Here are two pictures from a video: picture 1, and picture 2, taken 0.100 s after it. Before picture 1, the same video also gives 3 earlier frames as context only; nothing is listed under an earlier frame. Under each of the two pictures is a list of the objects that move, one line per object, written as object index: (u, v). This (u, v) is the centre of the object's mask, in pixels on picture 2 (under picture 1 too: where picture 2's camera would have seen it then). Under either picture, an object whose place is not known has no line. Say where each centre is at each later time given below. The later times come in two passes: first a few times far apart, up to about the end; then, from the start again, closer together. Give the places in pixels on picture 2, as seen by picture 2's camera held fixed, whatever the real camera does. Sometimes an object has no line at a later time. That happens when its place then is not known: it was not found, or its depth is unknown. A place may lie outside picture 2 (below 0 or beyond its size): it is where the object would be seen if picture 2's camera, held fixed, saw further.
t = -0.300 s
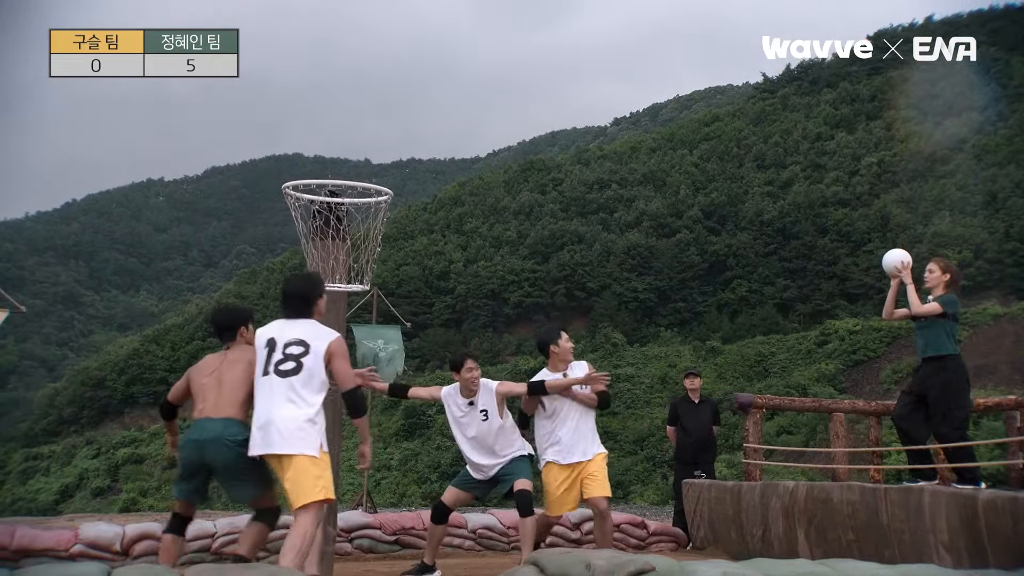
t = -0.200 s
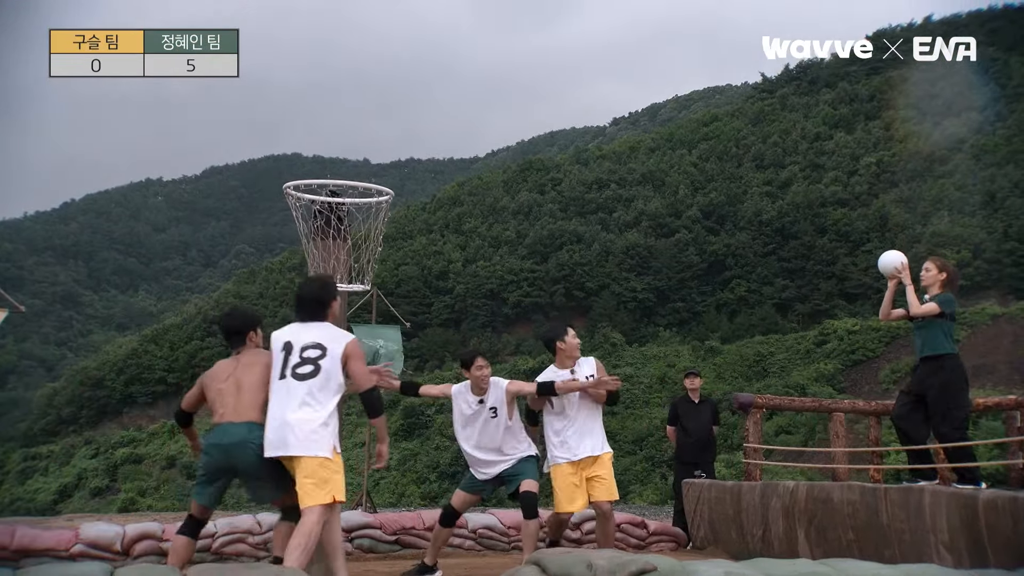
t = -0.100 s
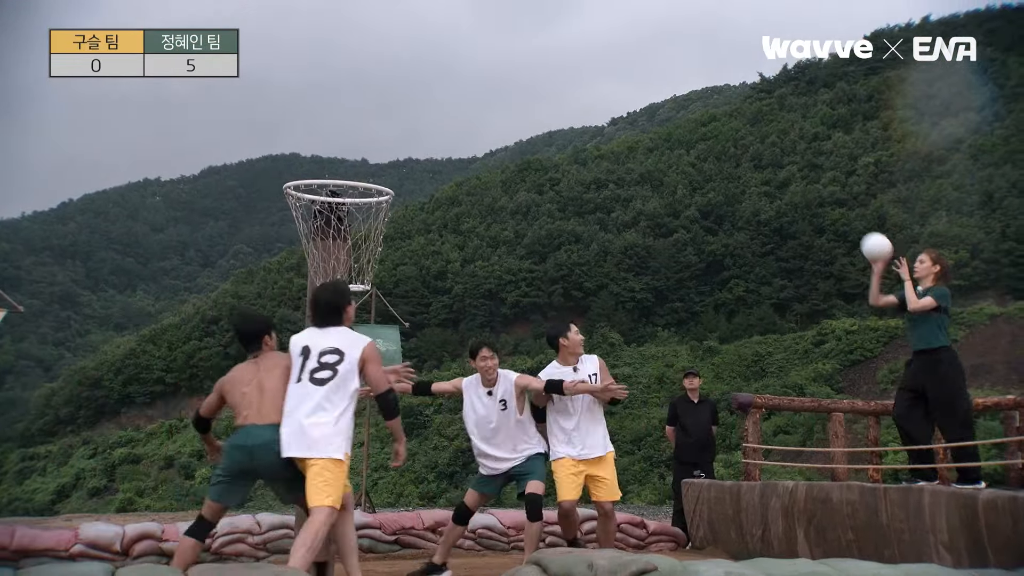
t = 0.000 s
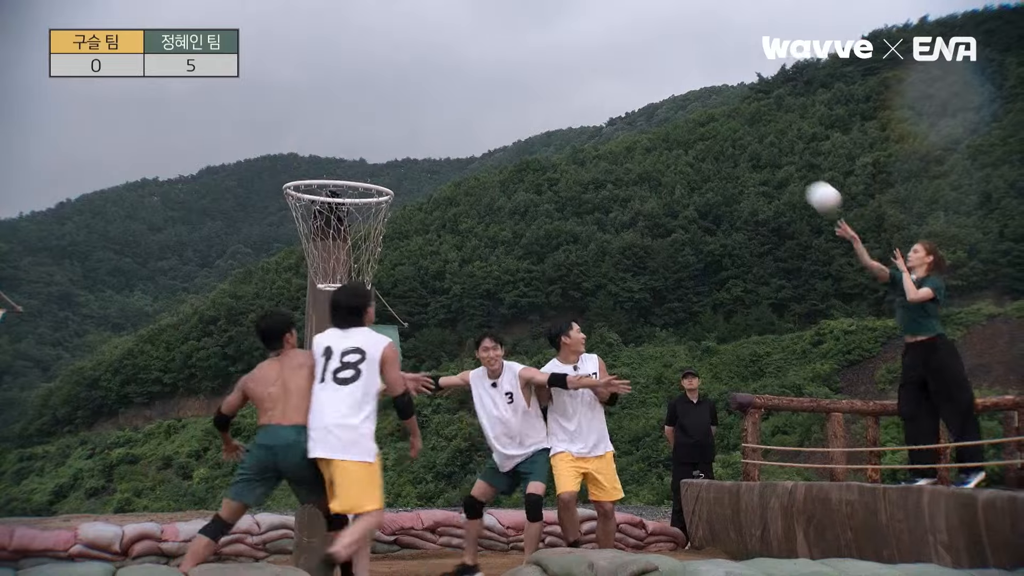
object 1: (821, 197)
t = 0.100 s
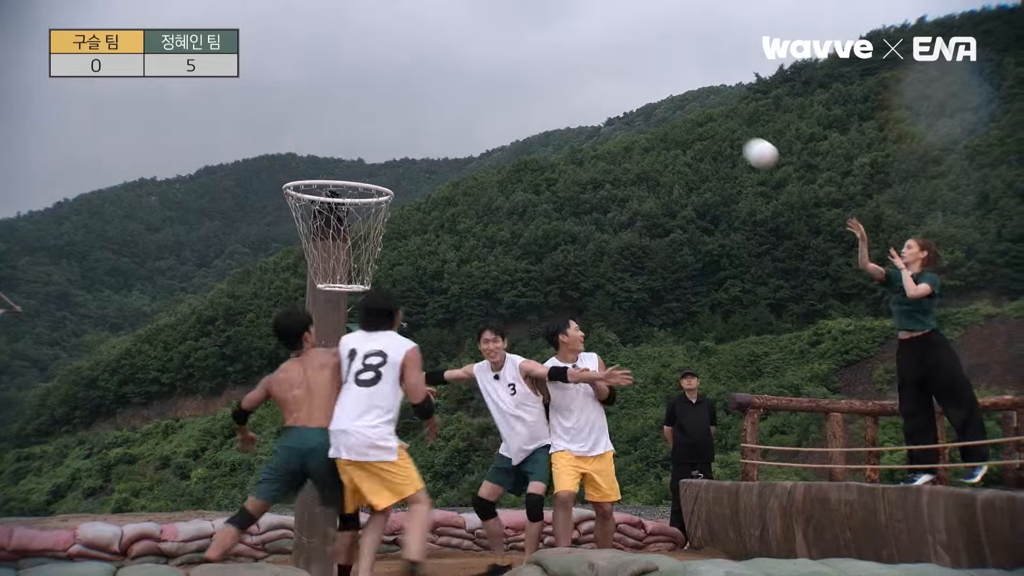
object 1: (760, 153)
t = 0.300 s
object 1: (637, 103)
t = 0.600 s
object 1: (436, 129)
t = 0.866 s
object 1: (292, 241)
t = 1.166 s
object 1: (311, 249)
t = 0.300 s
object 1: (637, 103)
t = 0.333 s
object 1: (615, 100)
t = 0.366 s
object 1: (593, 98)
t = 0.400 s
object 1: (572, 98)
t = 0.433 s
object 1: (549, 99)
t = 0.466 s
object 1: (528, 102)
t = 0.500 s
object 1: (506, 106)
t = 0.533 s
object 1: (483, 112)
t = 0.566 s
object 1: (460, 119)
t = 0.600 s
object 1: (436, 129)
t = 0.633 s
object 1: (412, 140)
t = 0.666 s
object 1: (389, 153)
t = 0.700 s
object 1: (365, 167)
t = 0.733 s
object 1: (340, 183)
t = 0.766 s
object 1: (314, 203)
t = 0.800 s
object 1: (295, 221)
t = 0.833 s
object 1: (290, 233)
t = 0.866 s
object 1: (292, 241)
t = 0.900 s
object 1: (282, 231)
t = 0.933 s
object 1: (277, 220)
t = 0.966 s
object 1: (280, 211)
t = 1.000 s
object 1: (286, 207)
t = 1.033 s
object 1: (291, 212)
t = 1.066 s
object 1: (296, 218)
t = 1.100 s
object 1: (301, 228)
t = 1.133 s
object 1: (306, 238)
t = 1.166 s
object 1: (311, 249)
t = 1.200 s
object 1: (317, 262)
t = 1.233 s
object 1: (322, 270)
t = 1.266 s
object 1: (329, 271)
